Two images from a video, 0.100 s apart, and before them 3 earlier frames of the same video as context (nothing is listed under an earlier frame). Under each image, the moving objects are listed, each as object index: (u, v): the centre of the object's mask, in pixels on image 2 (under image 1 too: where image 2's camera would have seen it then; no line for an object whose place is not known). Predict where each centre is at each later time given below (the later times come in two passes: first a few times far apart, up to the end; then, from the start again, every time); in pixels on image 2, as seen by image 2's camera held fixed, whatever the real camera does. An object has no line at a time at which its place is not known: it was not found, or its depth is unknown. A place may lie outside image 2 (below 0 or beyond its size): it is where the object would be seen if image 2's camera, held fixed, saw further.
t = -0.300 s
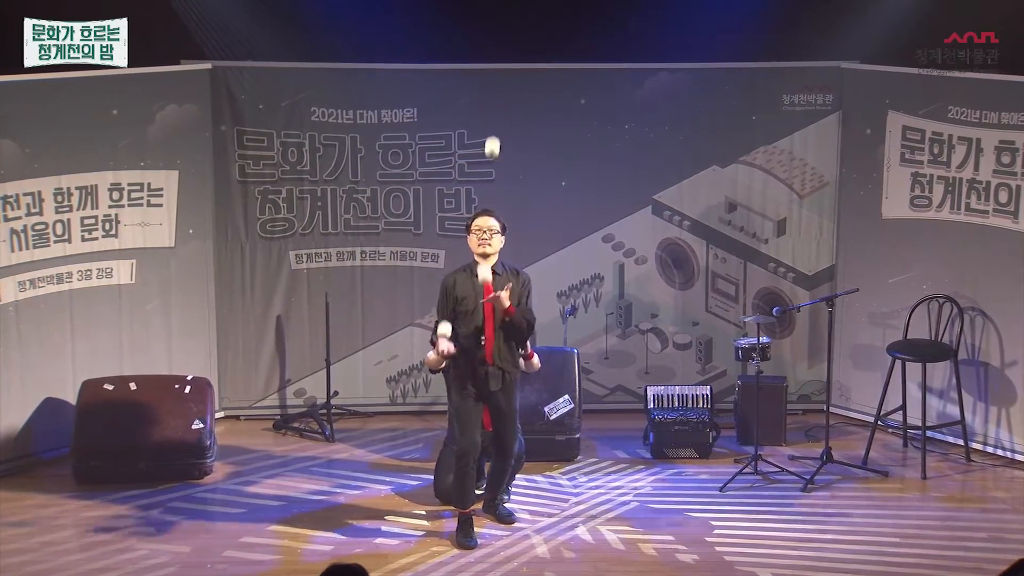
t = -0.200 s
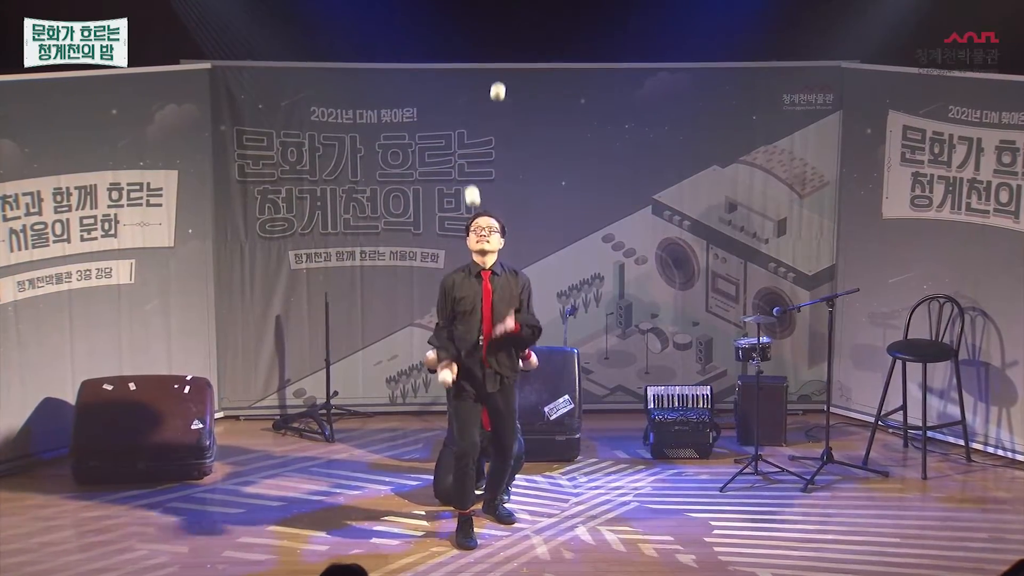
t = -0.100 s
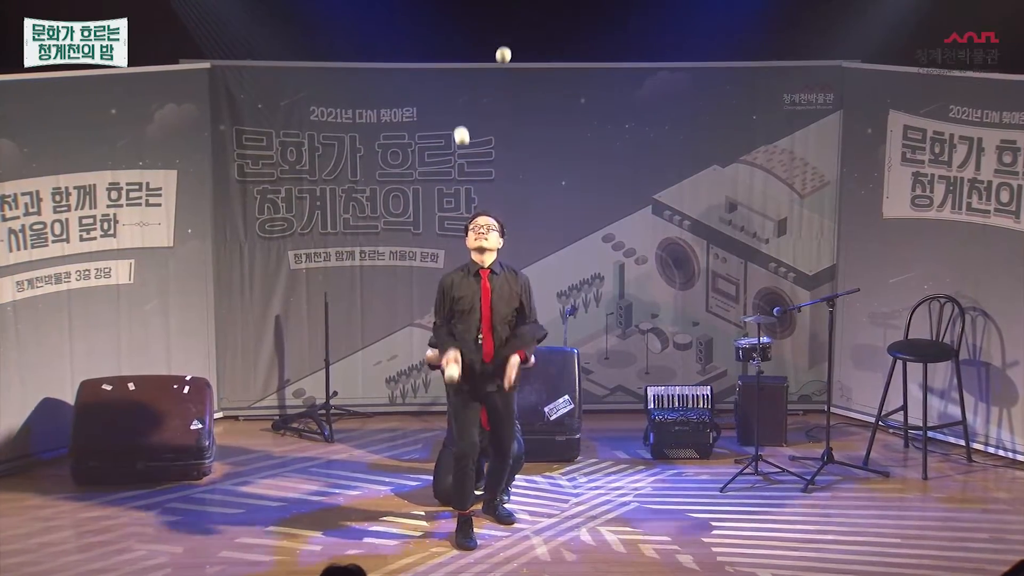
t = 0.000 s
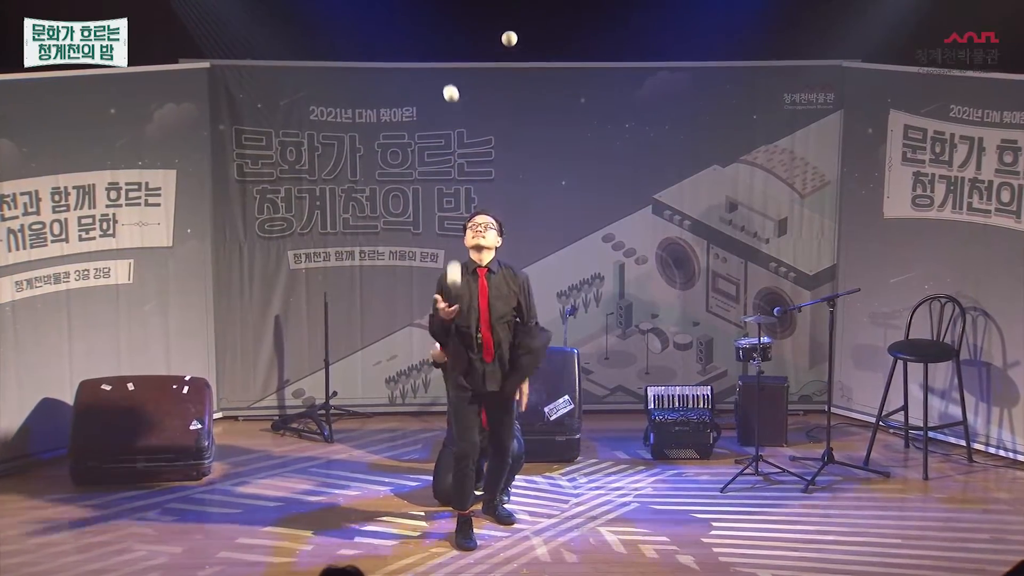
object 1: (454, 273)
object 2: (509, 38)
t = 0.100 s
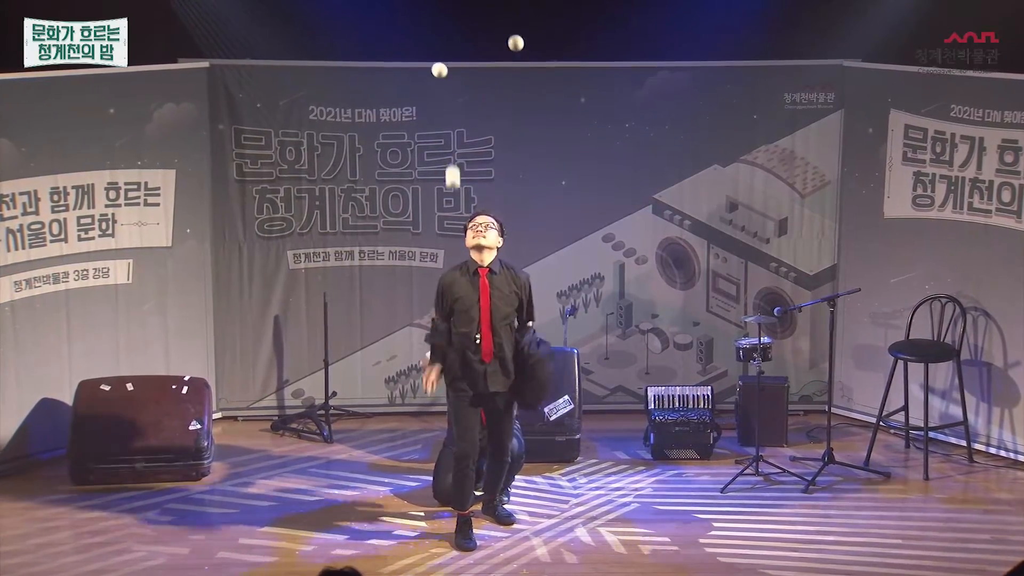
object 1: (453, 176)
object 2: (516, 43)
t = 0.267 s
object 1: (450, 51)
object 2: (527, 98)
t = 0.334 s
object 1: (450, 23)
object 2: (531, 127)
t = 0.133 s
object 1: (452, 149)
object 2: (518, 49)
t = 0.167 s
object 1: (452, 121)
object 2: (520, 58)
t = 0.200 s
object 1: (451, 96)
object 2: (523, 69)
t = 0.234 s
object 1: (450, 72)
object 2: (525, 83)
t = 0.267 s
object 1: (450, 51)
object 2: (527, 98)
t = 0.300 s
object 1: (450, 41)
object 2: (528, 108)
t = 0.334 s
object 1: (450, 23)
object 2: (531, 127)
